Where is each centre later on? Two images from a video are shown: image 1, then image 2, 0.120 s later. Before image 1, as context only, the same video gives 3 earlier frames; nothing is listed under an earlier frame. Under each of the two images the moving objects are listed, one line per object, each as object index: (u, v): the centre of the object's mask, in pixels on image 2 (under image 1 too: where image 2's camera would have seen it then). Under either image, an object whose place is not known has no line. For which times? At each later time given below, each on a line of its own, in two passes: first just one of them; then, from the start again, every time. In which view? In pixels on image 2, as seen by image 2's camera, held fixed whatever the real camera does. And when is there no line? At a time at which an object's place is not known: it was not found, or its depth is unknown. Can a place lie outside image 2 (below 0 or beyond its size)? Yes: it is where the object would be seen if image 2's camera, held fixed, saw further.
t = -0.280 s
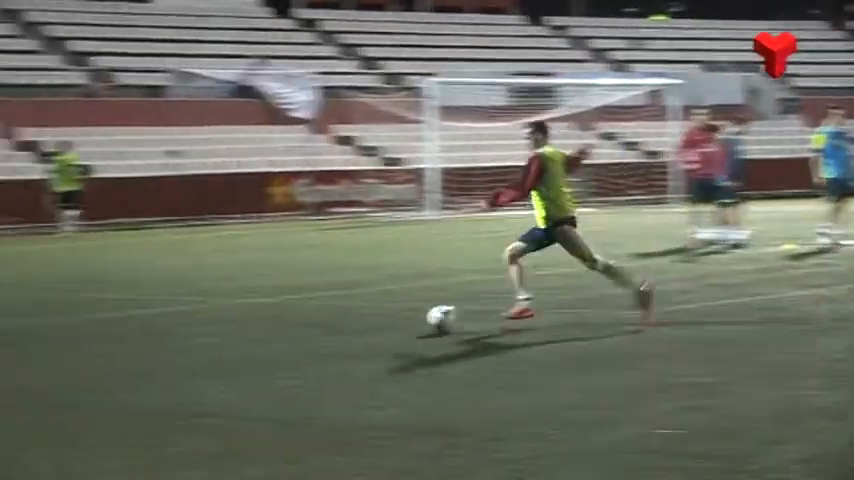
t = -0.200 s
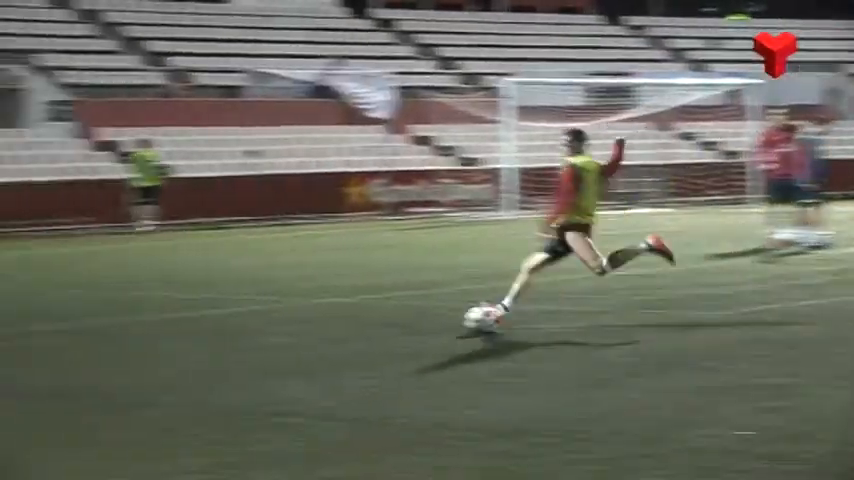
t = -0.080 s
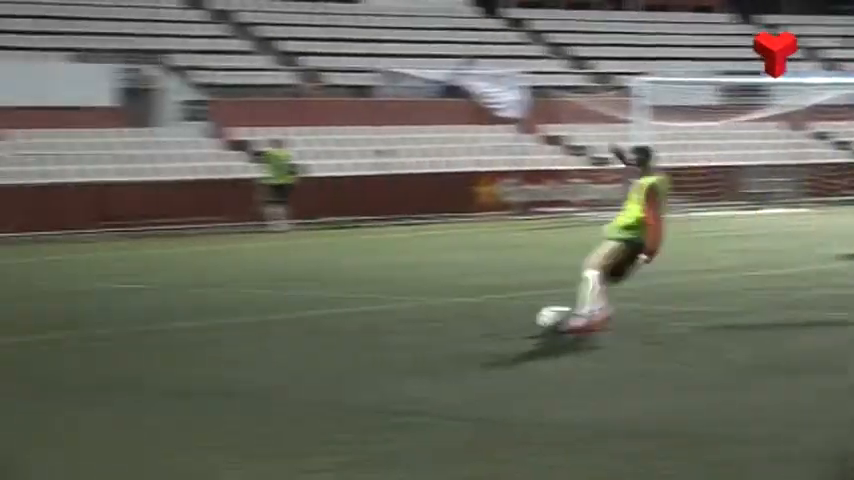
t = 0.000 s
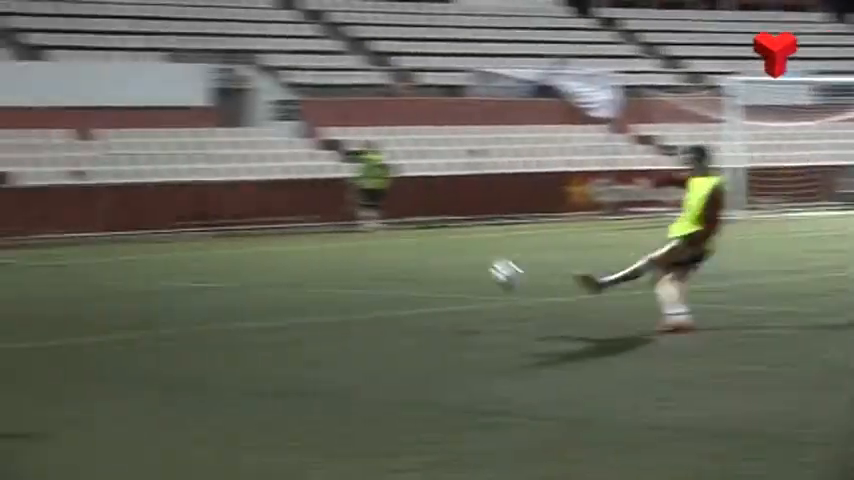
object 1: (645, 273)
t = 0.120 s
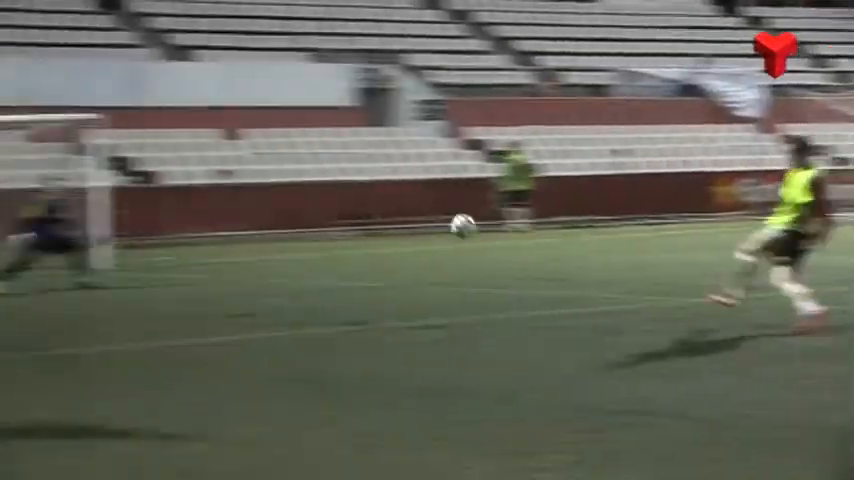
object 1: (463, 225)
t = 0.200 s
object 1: (370, 211)
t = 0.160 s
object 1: (414, 216)
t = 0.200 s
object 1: (370, 211)
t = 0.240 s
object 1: (329, 205)
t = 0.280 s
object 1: (293, 204)
